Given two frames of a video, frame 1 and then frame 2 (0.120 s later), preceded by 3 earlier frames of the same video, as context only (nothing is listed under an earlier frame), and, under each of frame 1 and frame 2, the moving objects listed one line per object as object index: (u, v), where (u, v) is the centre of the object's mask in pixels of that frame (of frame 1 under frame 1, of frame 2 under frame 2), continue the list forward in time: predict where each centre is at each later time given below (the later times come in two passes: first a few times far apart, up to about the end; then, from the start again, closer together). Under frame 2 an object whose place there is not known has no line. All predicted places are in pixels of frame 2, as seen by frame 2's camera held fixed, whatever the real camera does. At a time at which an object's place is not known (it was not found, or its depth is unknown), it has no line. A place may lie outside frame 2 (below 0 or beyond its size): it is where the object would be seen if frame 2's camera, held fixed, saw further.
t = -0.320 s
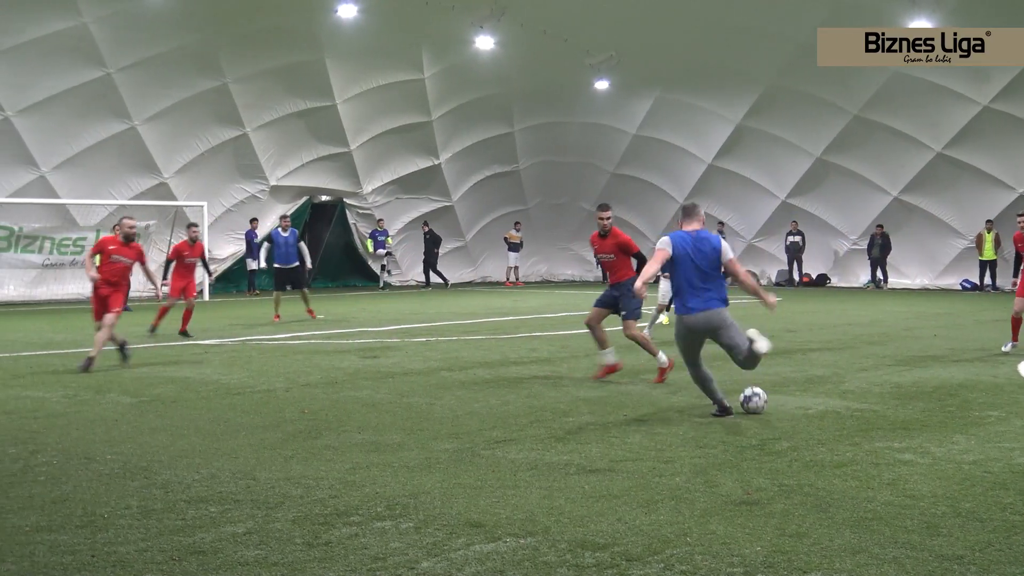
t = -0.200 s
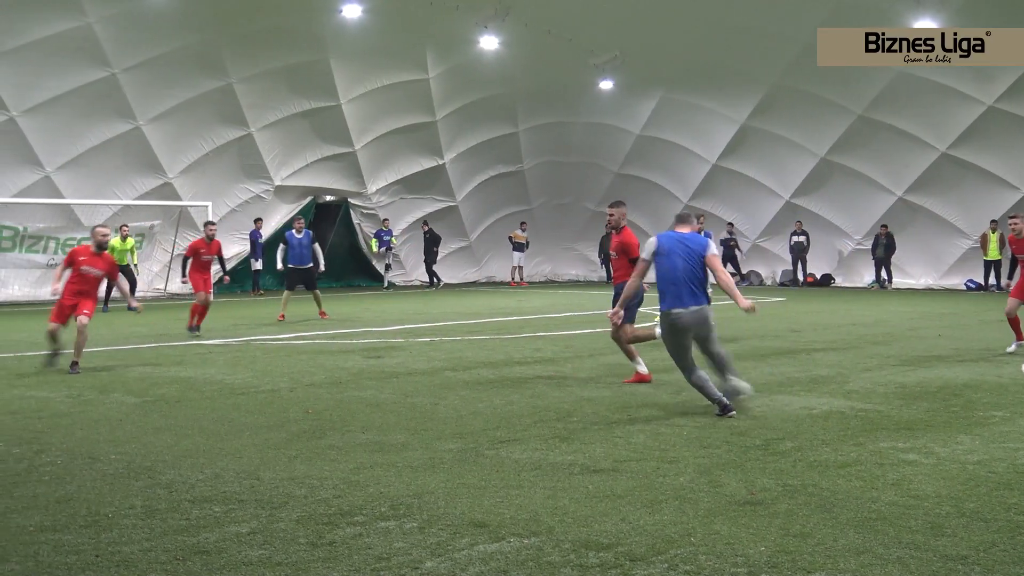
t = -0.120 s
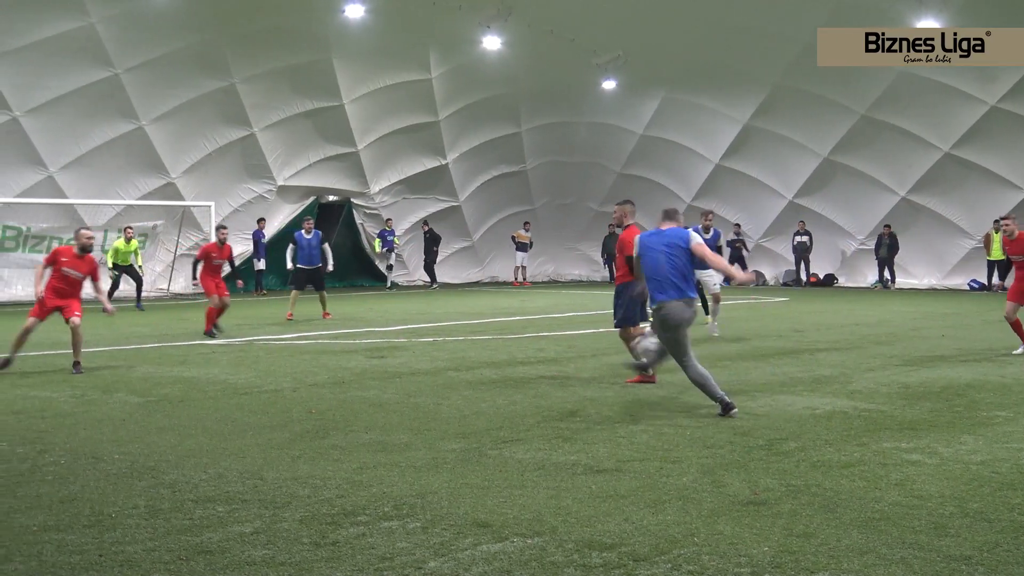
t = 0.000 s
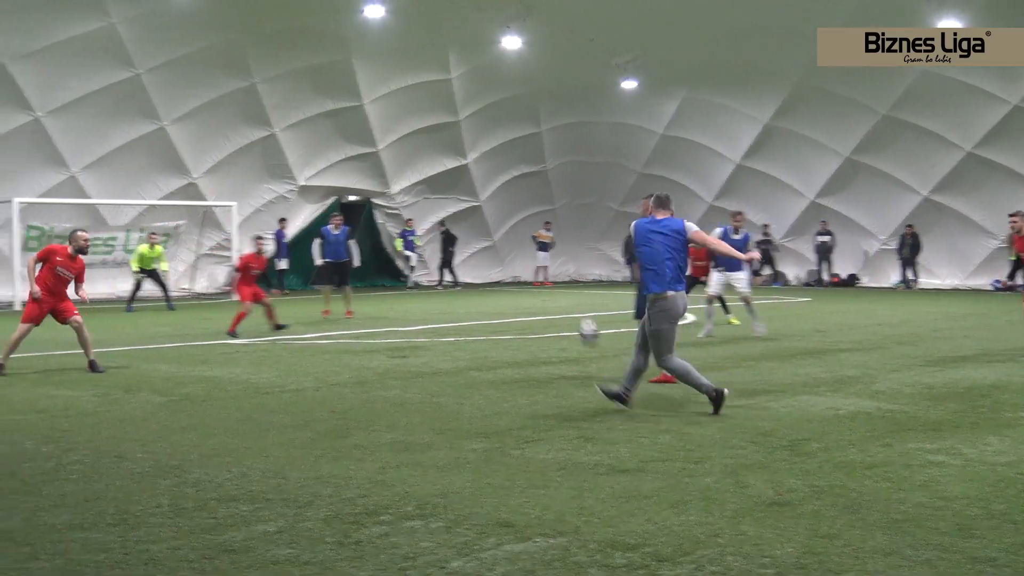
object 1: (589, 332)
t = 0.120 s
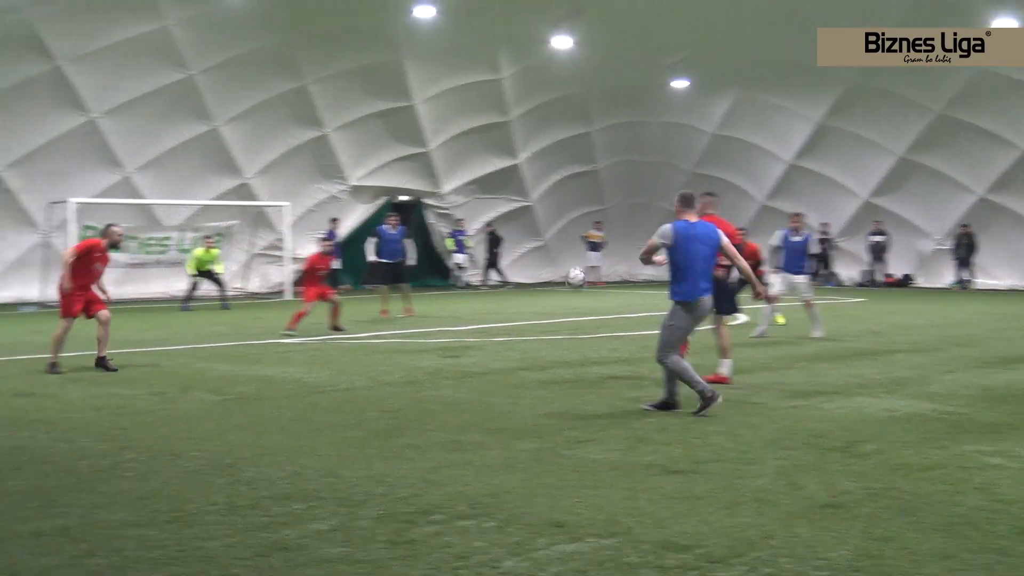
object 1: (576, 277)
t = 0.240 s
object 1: (518, 241)
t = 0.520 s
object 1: (404, 207)
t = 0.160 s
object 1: (556, 264)
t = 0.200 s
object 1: (537, 252)
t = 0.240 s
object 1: (518, 241)
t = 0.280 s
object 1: (500, 232)
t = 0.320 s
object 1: (483, 225)
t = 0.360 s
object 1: (466, 219)
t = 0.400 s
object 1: (450, 214)
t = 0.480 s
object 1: (418, 208)
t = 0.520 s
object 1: (404, 207)
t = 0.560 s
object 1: (389, 208)
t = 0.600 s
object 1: (376, 210)
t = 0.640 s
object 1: (361, 213)
